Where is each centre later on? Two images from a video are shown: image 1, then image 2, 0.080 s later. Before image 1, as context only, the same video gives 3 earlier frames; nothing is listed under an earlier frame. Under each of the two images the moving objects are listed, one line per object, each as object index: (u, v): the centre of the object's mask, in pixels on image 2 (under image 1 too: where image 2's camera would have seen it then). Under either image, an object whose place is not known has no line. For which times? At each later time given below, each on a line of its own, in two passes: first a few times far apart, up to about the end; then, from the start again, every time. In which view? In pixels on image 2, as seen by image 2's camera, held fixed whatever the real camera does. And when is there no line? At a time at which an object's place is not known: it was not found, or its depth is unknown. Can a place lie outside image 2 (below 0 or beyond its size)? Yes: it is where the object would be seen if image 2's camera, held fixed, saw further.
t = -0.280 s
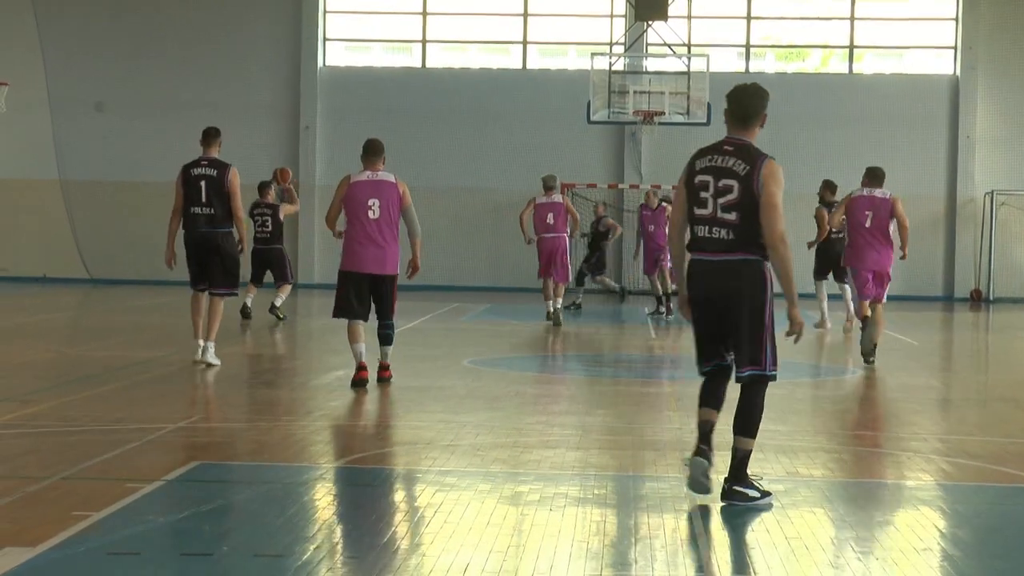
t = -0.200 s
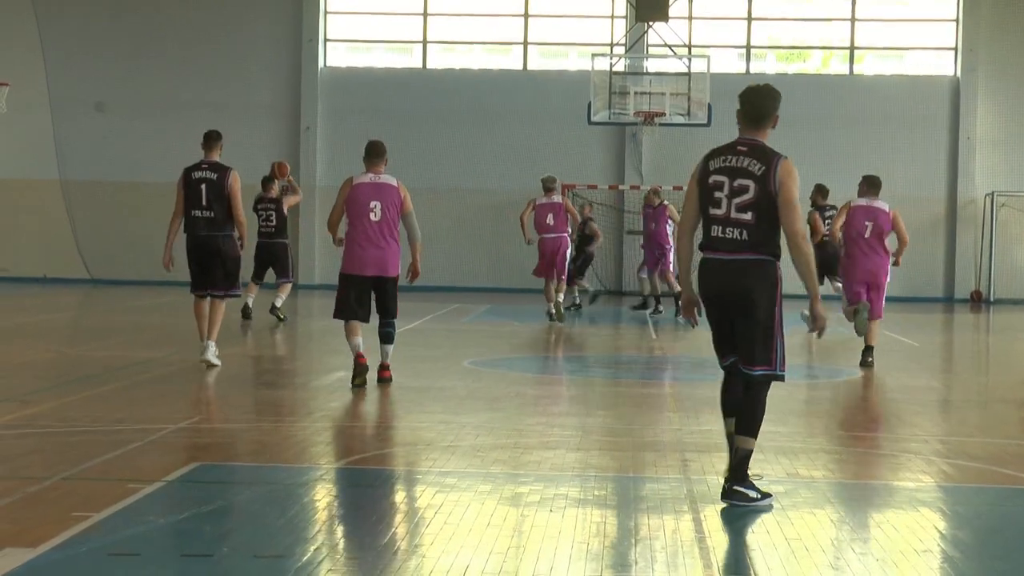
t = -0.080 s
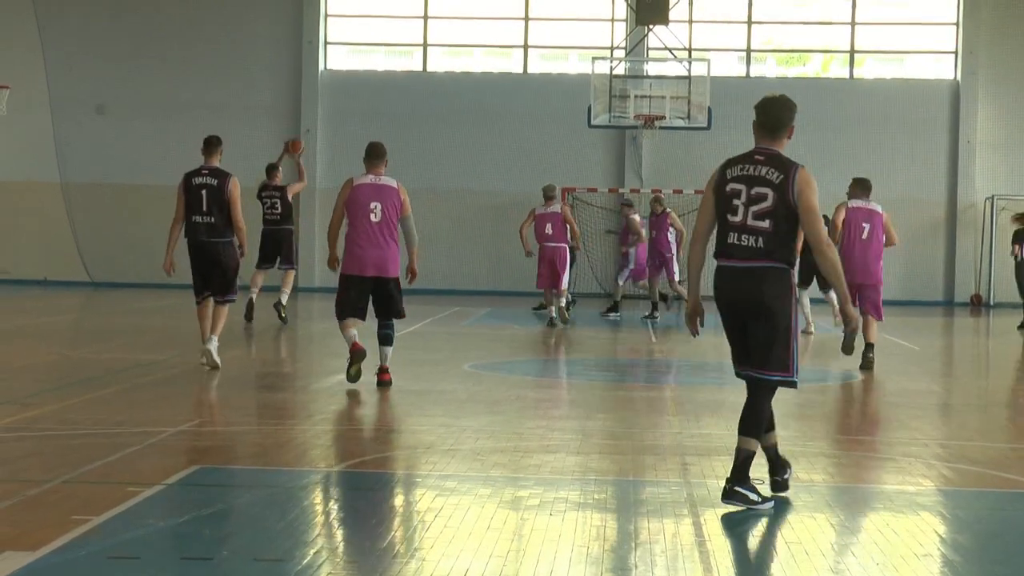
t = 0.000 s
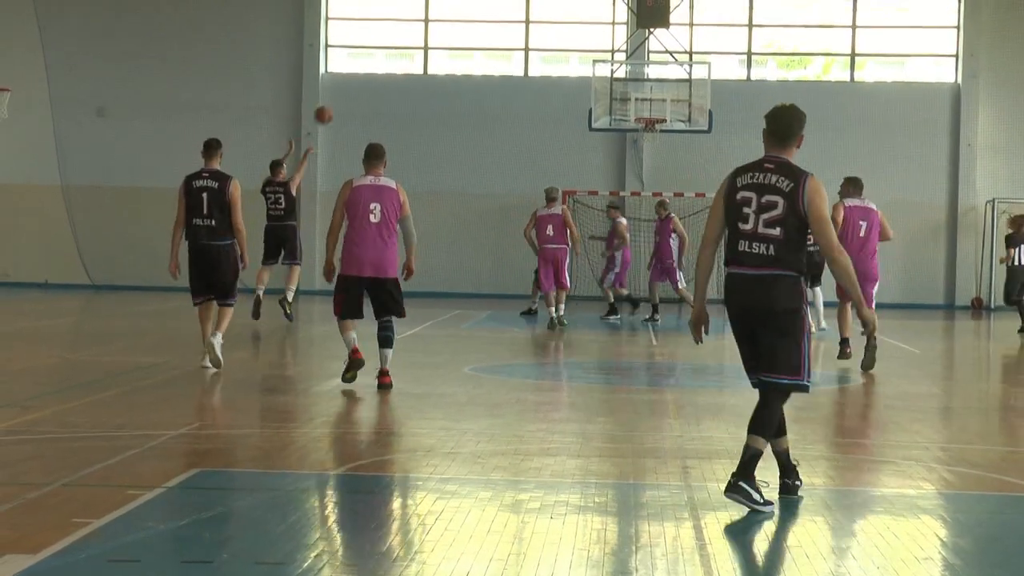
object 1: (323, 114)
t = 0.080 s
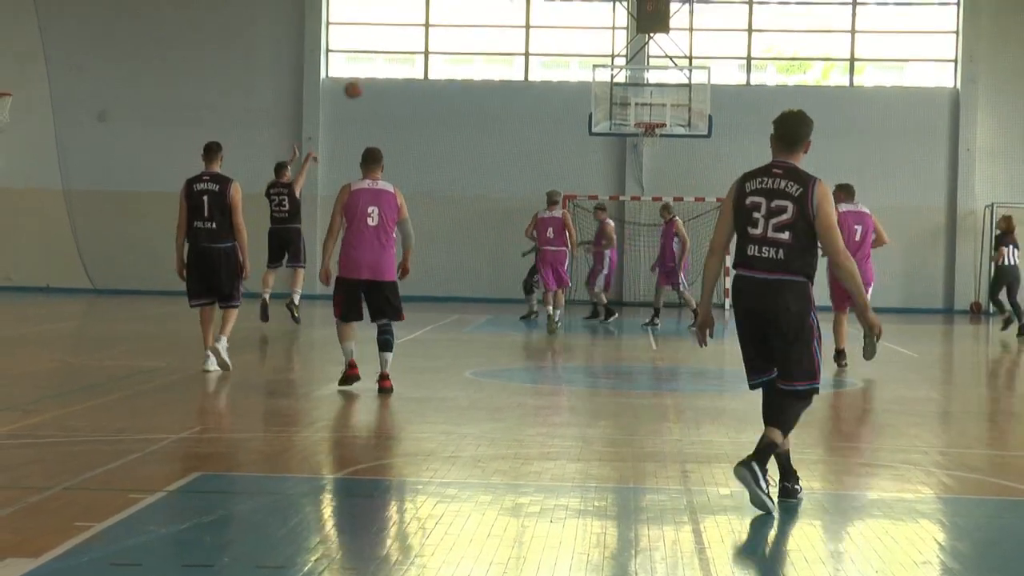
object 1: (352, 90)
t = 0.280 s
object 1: (422, 45)
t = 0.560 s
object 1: (508, 26)
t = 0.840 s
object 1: (583, 58)
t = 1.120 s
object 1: (641, 116)
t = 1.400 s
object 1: (657, 89)
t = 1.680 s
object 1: (670, 111)
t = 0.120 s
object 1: (368, 81)
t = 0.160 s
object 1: (382, 69)
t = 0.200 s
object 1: (396, 62)
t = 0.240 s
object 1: (410, 53)
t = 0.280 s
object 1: (422, 45)
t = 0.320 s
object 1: (435, 40)
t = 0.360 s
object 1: (448, 35)
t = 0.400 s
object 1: (461, 32)
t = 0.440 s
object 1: (473, 29)
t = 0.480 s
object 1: (486, 27)
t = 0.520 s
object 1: (498, 27)
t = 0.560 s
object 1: (508, 26)
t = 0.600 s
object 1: (519, 28)
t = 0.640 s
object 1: (531, 31)
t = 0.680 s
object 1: (541, 34)
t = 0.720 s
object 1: (551, 39)
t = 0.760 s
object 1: (562, 44)
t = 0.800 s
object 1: (572, 50)
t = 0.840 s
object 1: (583, 58)
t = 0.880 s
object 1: (592, 68)
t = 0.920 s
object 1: (602, 75)
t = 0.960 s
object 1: (613, 85)
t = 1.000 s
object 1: (621, 96)
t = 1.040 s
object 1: (631, 108)
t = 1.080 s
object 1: (639, 120)
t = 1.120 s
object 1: (641, 116)
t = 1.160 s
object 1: (644, 108)
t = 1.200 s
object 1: (646, 102)
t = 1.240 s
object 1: (649, 97)
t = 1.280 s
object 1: (651, 94)
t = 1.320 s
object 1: (654, 91)
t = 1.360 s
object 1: (655, 90)
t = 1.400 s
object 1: (657, 89)
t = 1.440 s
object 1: (659, 90)
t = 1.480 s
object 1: (661, 90)
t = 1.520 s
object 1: (663, 93)
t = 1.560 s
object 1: (665, 96)
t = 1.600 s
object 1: (667, 100)
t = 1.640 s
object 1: (668, 105)
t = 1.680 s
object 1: (670, 111)
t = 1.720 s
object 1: (673, 118)
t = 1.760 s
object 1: (675, 127)
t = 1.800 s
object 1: (677, 136)
